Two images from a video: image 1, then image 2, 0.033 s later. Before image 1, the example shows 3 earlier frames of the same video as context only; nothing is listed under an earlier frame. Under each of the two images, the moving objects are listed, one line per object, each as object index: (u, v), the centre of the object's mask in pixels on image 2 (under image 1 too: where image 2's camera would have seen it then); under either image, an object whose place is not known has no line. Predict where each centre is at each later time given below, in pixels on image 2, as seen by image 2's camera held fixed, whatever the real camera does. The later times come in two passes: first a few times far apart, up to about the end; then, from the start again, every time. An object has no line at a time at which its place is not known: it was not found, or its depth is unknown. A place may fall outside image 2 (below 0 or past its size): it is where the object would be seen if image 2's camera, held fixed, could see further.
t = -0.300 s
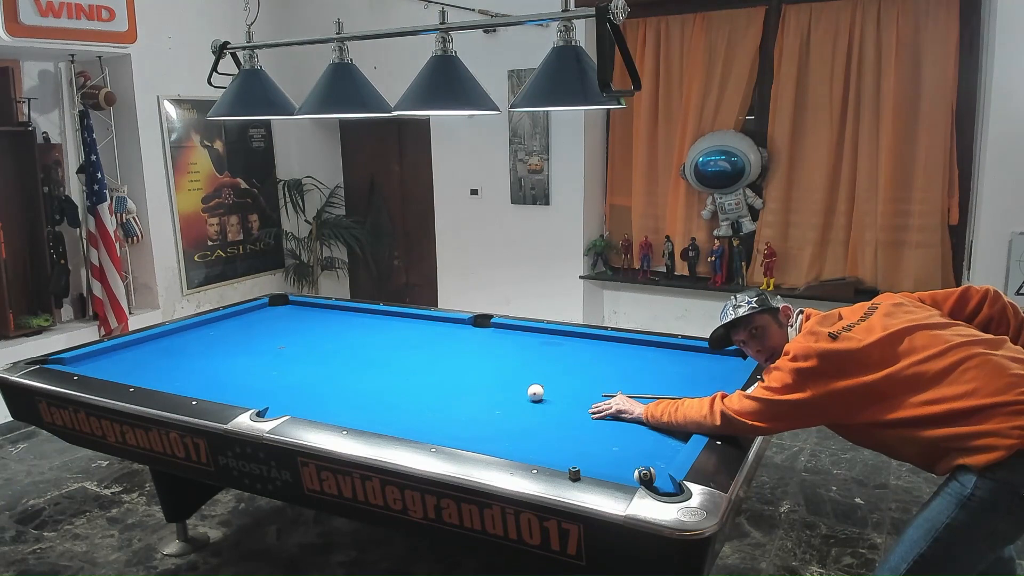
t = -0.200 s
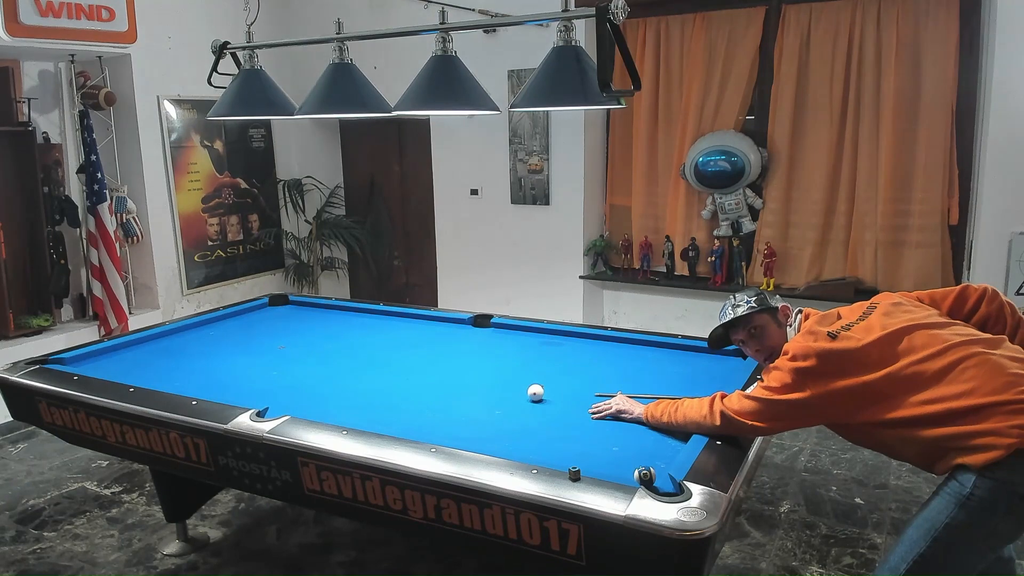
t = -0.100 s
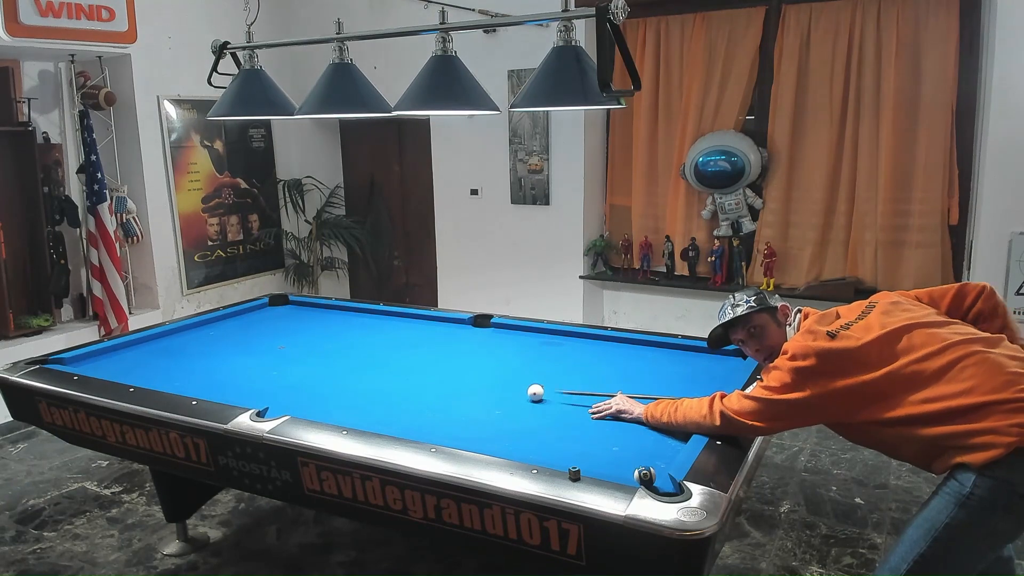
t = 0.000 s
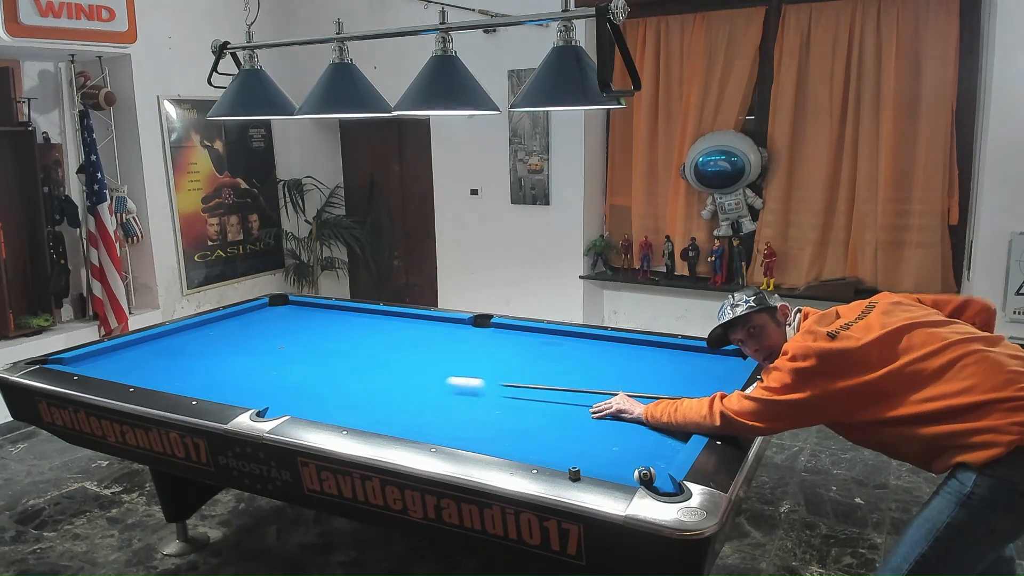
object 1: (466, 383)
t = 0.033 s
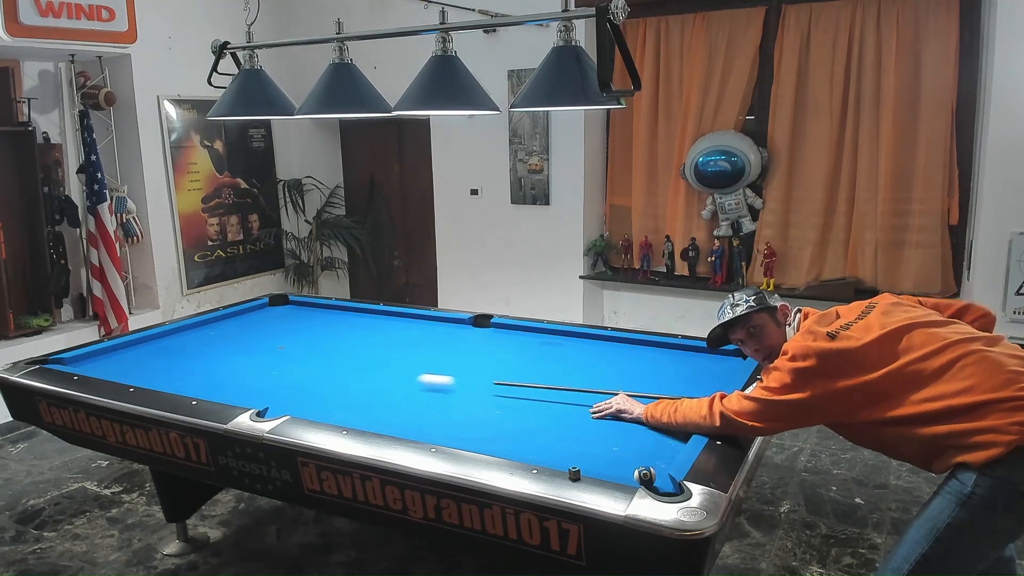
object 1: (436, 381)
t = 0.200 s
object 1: (306, 369)
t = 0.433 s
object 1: (151, 355)
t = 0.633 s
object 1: (134, 359)
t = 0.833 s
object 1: (187, 371)
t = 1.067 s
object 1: (252, 387)
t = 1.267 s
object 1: (314, 402)
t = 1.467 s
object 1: (383, 418)
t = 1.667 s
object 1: (460, 435)
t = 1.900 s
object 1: (564, 457)
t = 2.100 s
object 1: (628, 470)
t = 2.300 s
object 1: (653, 474)
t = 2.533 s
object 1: (647, 473)
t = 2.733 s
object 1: (640, 471)
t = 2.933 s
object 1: (633, 469)
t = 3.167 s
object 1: (627, 467)
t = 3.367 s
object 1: (623, 466)
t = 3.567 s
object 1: (621, 466)
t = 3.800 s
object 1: (619, 465)
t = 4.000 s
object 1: (619, 465)
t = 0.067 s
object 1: (408, 378)
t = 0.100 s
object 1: (381, 376)
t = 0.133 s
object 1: (355, 373)
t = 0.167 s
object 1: (330, 371)
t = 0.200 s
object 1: (306, 369)
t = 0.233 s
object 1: (283, 367)
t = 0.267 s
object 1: (259, 365)
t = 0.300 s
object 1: (237, 363)
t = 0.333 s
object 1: (214, 361)
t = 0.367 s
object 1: (192, 359)
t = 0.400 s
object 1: (171, 357)
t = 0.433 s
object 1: (151, 355)
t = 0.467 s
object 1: (131, 353)
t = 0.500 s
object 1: (111, 352)
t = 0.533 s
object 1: (105, 352)
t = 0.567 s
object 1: (115, 354)
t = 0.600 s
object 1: (125, 356)
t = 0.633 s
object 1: (134, 359)
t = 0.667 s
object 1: (143, 361)
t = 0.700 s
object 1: (153, 363)
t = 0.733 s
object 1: (161, 366)
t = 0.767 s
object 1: (170, 367)
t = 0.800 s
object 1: (178, 370)
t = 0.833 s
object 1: (187, 371)
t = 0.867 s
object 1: (195, 374)
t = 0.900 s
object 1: (204, 376)
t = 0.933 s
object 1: (213, 378)
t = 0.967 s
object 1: (223, 380)
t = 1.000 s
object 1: (232, 383)
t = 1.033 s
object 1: (242, 385)
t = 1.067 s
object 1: (252, 387)
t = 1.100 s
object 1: (262, 390)
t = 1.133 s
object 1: (272, 392)
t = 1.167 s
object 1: (282, 394)
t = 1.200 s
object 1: (293, 397)
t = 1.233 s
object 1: (303, 400)
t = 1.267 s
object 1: (314, 402)
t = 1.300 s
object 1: (325, 405)
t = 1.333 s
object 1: (337, 407)
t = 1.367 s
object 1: (348, 410)
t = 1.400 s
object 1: (360, 413)
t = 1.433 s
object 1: (372, 416)
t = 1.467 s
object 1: (383, 418)
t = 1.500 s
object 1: (396, 421)
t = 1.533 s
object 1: (408, 423)
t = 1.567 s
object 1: (421, 427)
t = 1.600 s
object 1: (434, 429)
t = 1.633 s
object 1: (447, 433)
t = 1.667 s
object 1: (460, 435)
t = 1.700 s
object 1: (474, 439)
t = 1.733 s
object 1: (489, 442)
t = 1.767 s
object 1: (503, 445)
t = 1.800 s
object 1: (518, 448)
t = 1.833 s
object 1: (533, 452)
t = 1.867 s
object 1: (548, 454)
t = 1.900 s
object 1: (564, 457)
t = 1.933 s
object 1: (581, 461)
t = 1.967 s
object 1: (596, 463)
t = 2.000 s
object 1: (613, 467)
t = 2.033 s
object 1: (625, 469)
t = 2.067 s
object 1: (626, 470)
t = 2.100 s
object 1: (628, 470)
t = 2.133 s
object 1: (631, 470)
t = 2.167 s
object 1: (636, 471)
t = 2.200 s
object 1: (640, 473)
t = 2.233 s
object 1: (644, 473)
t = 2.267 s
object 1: (649, 474)
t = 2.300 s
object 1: (653, 474)
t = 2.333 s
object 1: (656, 475)
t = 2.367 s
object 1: (655, 475)
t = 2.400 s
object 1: (653, 474)
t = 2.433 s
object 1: (652, 474)
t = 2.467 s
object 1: (650, 473)
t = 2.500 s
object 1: (649, 473)
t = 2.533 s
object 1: (647, 473)
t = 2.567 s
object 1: (646, 472)
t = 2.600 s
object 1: (645, 472)
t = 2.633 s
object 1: (643, 472)
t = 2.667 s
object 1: (642, 472)
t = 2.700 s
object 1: (641, 471)
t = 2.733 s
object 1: (640, 471)
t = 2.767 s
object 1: (638, 471)
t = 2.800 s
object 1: (637, 470)
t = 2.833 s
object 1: (636, 470)
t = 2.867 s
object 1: (635, 470)
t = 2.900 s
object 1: (634, 469)
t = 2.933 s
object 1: (633, 469)
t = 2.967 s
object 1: (632, 469)
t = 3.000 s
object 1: (631, 468)
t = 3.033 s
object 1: (630, 468)
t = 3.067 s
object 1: (629, 468)
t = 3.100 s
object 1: (629, 468)
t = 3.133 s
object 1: (628, 467)
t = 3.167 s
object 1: (627, 467)
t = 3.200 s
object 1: (626, 467)
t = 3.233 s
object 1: (625, 467)
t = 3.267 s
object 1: (625, 467)
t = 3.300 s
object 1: (624, 467)
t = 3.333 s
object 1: (624, 467)
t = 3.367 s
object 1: (623, 466)
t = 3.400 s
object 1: (623, 466)
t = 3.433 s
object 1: (622, 466)
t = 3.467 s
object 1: (622, 466)
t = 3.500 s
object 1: (621, 466)
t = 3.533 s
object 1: (621, 466)
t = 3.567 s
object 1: (621, 466)
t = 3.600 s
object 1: (620, 466)
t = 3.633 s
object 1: (620, 466)
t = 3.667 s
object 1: (620, 465)
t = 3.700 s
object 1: (620, 466)
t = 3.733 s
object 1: (620, 465)
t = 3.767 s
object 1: (620, 465)
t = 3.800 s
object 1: (619, 465)
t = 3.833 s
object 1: (619, 465)
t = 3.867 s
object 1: (619, 465)
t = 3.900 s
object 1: (619, 465)
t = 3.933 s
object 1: (620, 465)
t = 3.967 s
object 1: (619, 466)
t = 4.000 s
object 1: (619, 465)
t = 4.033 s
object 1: (620, 465)
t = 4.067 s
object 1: (620, 465)
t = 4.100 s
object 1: (620, 465)
